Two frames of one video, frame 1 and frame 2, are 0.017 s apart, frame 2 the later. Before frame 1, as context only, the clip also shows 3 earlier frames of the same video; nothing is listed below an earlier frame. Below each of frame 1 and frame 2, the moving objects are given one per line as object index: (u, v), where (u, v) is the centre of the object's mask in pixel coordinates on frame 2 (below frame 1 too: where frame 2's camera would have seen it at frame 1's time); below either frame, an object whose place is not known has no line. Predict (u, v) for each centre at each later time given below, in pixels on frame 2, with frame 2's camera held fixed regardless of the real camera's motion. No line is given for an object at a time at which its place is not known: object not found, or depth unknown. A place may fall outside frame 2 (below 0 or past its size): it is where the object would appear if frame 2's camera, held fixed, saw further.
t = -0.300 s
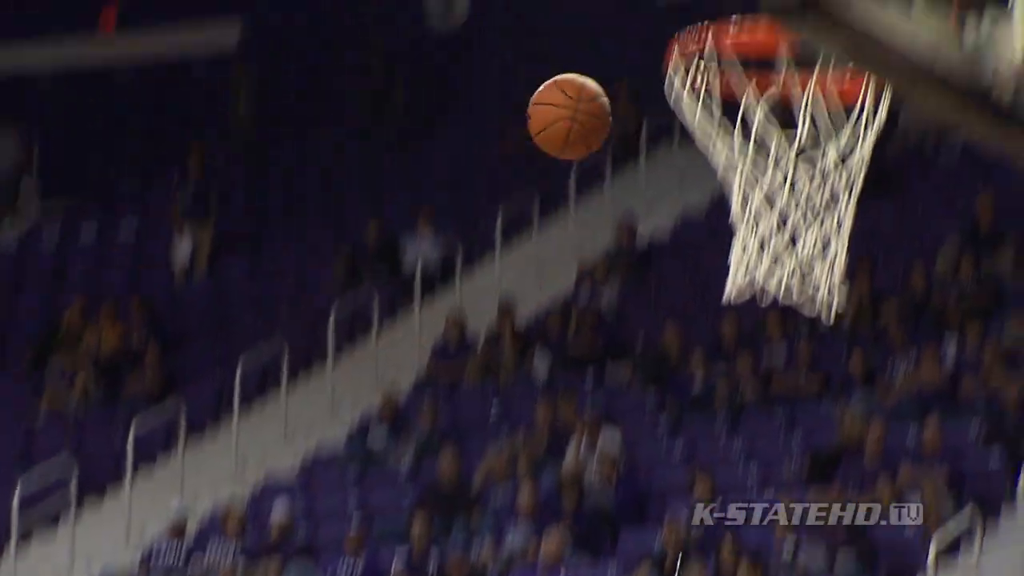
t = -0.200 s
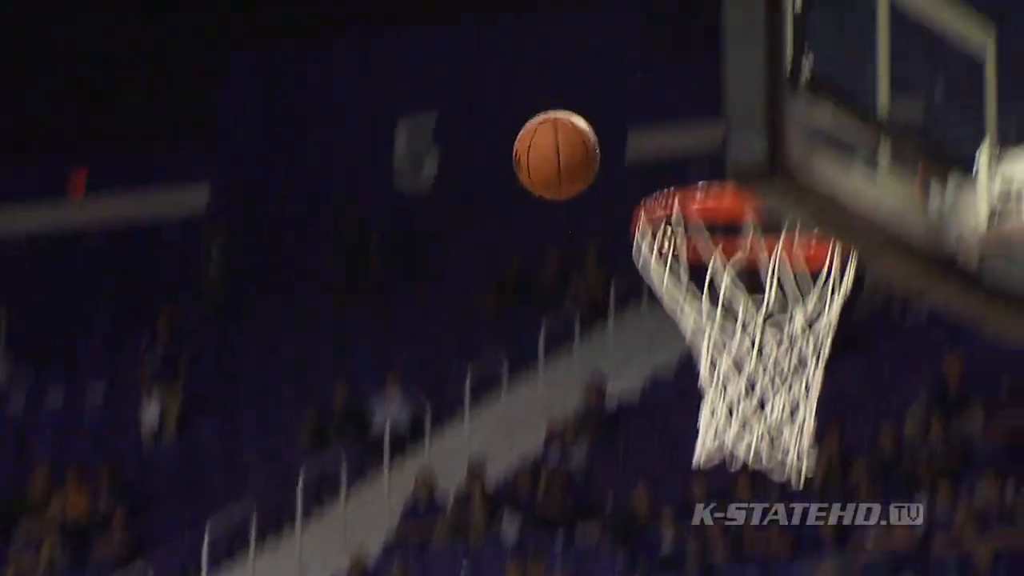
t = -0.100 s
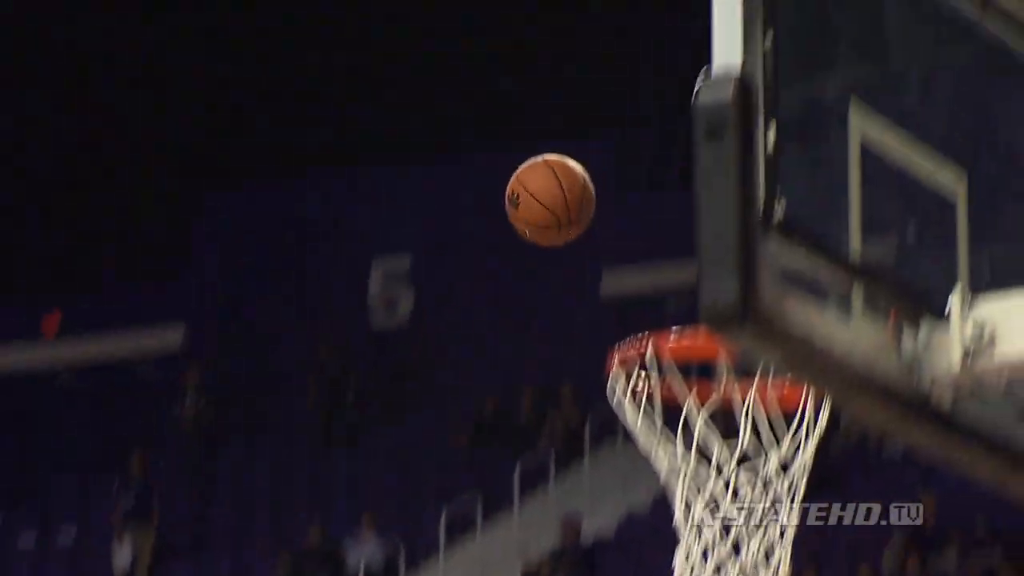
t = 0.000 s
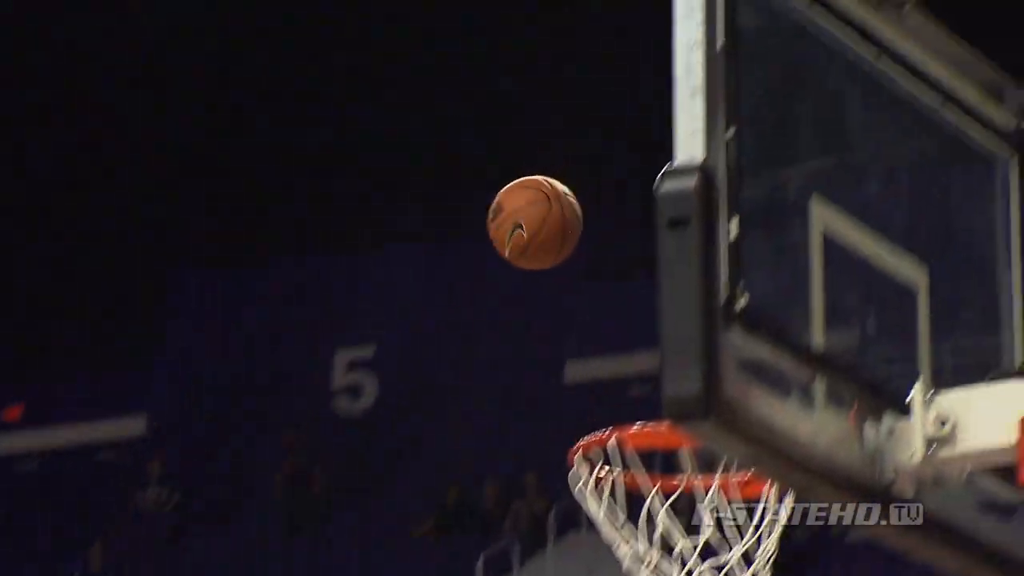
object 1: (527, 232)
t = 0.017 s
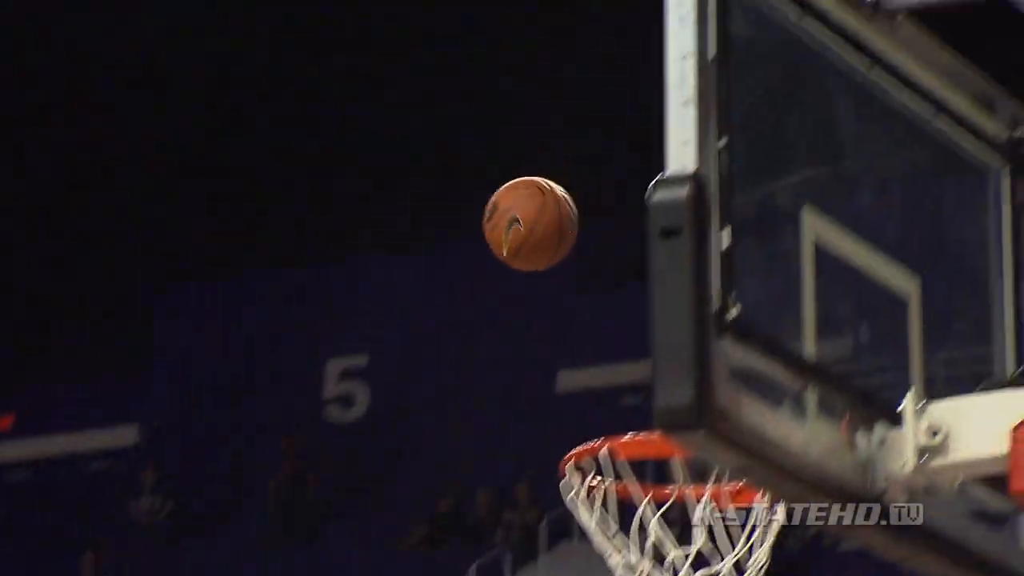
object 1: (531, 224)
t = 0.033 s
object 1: (534, 217)
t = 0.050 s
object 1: (537, 211)
